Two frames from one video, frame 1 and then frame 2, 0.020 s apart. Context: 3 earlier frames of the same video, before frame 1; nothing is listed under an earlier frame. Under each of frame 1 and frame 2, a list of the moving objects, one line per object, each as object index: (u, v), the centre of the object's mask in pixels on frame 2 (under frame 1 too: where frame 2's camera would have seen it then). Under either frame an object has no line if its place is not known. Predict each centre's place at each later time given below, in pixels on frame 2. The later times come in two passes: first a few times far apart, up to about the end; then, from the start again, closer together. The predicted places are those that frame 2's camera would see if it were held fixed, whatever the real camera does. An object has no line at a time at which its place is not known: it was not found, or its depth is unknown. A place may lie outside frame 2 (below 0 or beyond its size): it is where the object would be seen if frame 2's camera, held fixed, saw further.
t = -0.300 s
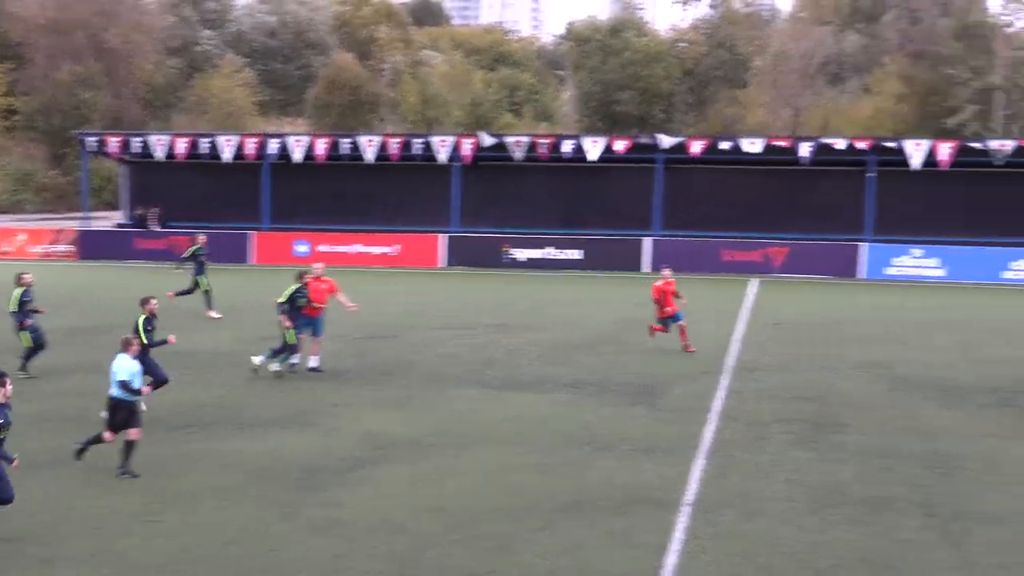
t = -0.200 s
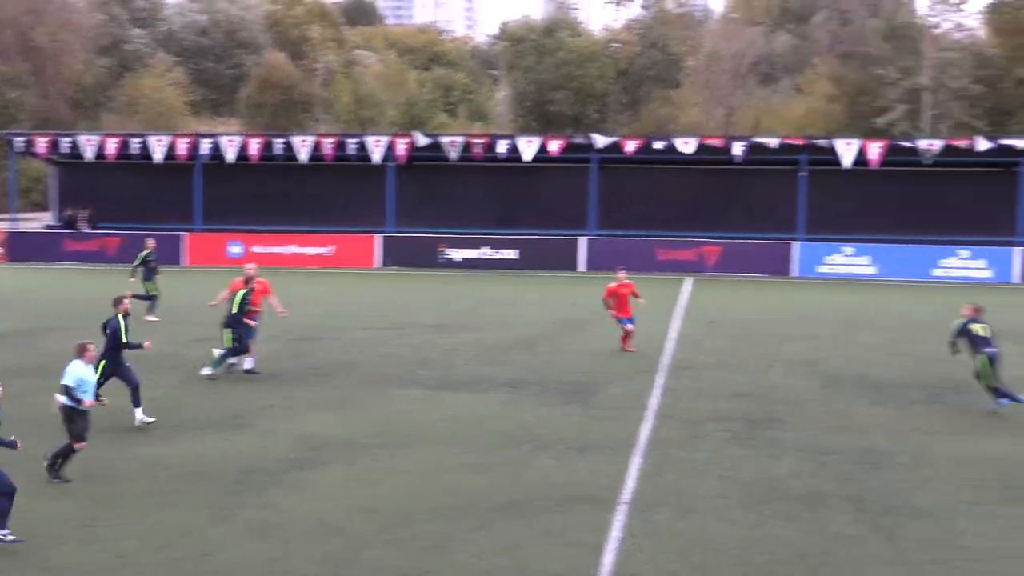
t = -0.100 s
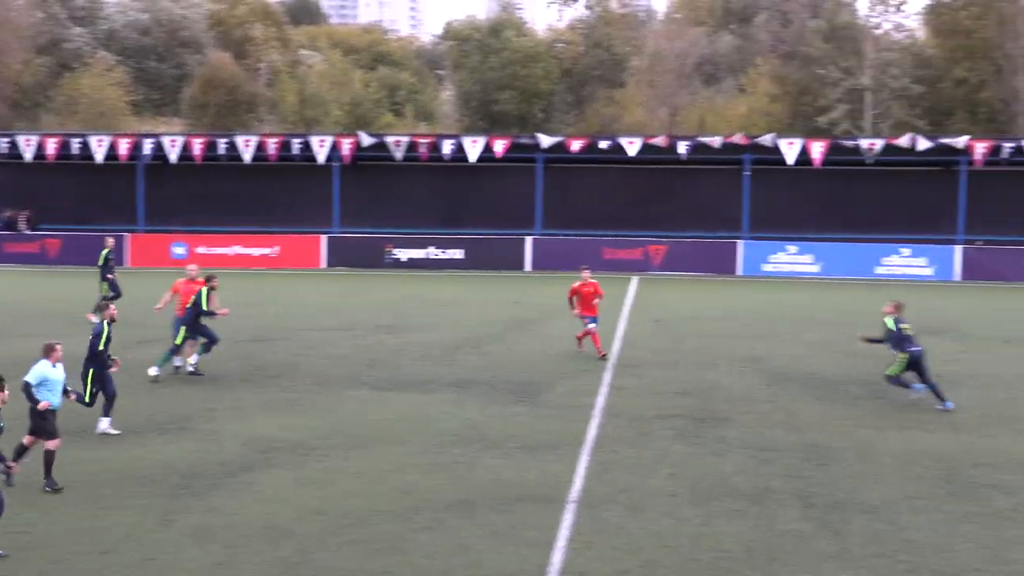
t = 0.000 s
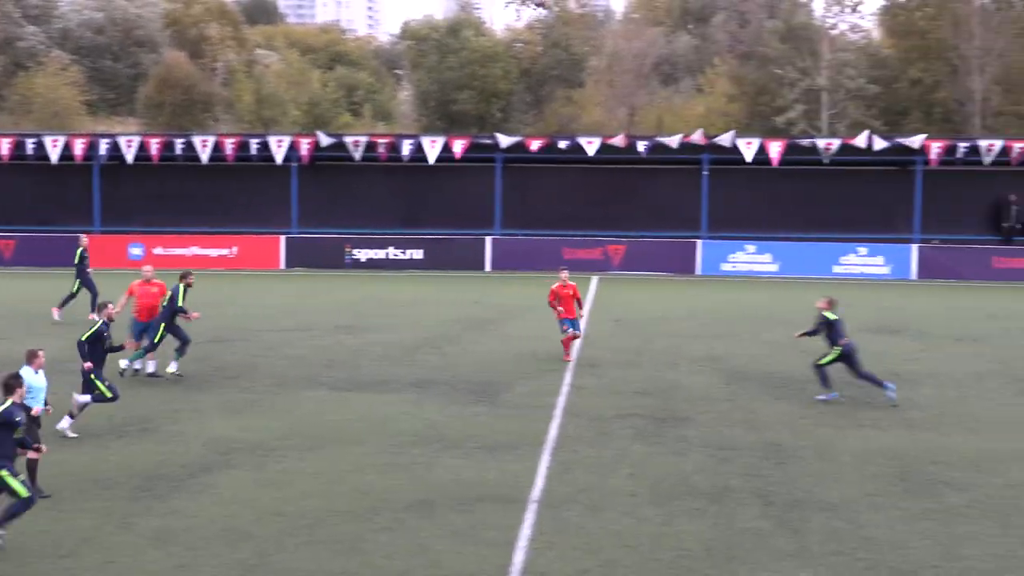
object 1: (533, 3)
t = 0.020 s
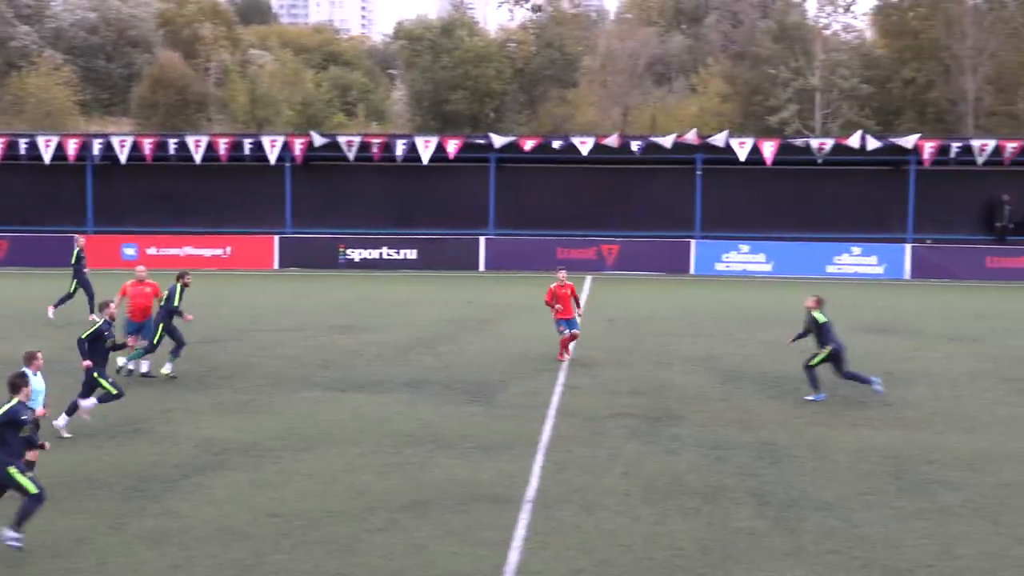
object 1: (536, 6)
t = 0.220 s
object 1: (578, 64)
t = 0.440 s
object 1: (623, 158)
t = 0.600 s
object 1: (656, 240)
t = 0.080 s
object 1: (550, 18)
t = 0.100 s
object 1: (554, 25)
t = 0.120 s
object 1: (557, 30)
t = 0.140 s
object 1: (562, 37)
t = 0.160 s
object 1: (566, 43)
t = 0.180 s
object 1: (570, 50)
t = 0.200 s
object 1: (574, 57)
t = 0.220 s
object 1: (578, 64)
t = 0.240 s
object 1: (582, 71)
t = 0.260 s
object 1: (586, 80)
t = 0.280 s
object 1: (590, 88)
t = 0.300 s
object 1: (595, 95)
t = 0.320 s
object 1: (599, 103)
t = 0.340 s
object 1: (603, 112)
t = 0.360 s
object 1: (607, 120)
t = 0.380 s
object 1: (611, 129)
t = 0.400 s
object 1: (615, 139)
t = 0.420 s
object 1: (620, 149)
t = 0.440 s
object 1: (623, 158)
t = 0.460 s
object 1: (628, 168)
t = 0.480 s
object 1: (631, 178)
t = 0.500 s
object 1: (635, 187)
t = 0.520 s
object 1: (640, 198)
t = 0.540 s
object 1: (644, 208)
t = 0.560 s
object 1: (648, 219)
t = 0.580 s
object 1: (652, 228)
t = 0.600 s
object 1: (656, 240)
